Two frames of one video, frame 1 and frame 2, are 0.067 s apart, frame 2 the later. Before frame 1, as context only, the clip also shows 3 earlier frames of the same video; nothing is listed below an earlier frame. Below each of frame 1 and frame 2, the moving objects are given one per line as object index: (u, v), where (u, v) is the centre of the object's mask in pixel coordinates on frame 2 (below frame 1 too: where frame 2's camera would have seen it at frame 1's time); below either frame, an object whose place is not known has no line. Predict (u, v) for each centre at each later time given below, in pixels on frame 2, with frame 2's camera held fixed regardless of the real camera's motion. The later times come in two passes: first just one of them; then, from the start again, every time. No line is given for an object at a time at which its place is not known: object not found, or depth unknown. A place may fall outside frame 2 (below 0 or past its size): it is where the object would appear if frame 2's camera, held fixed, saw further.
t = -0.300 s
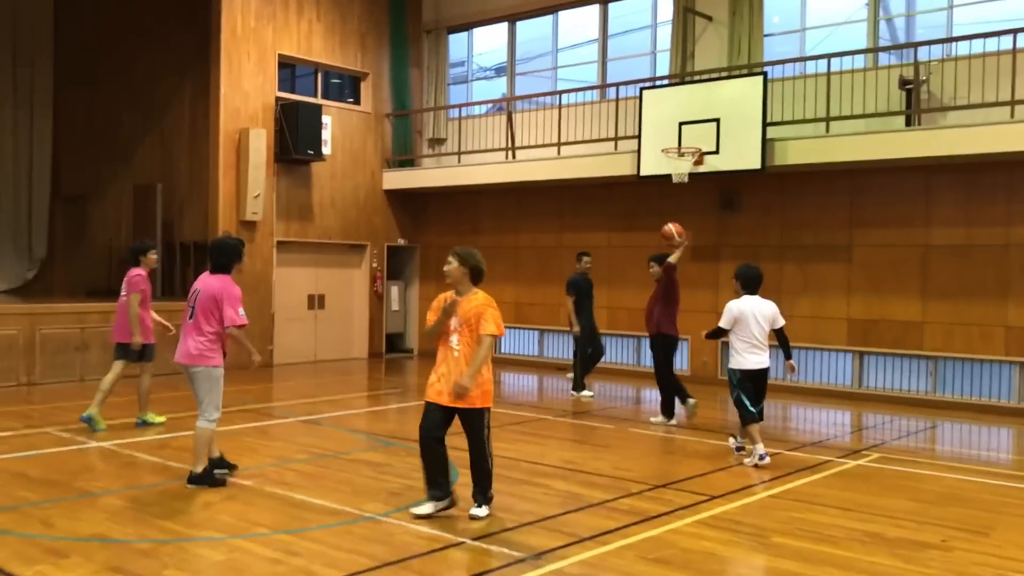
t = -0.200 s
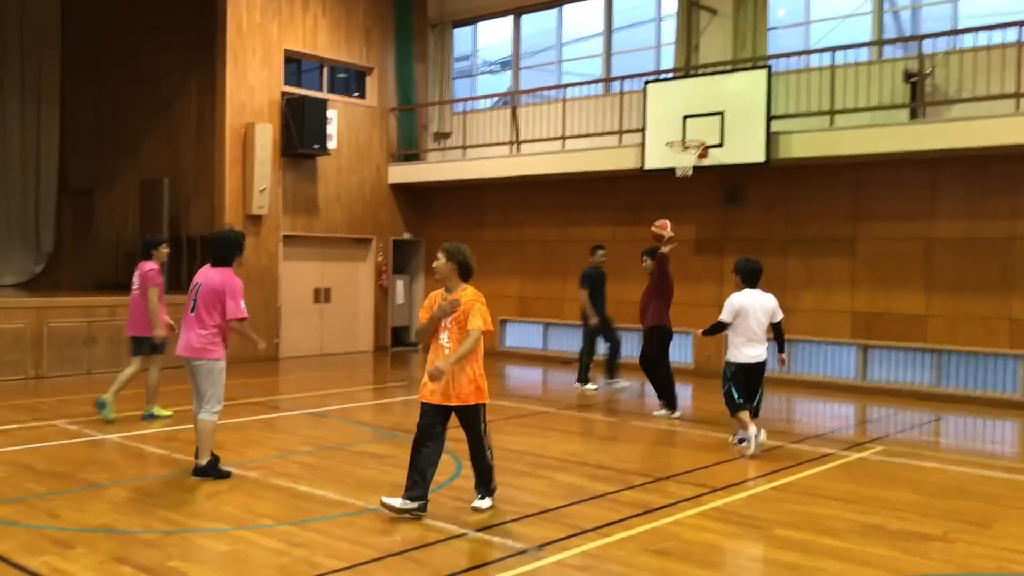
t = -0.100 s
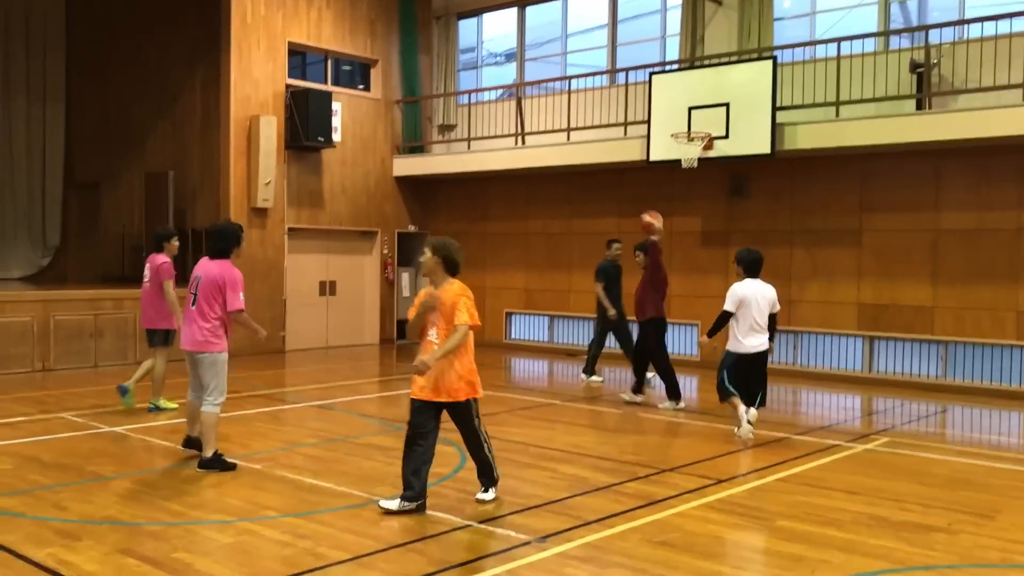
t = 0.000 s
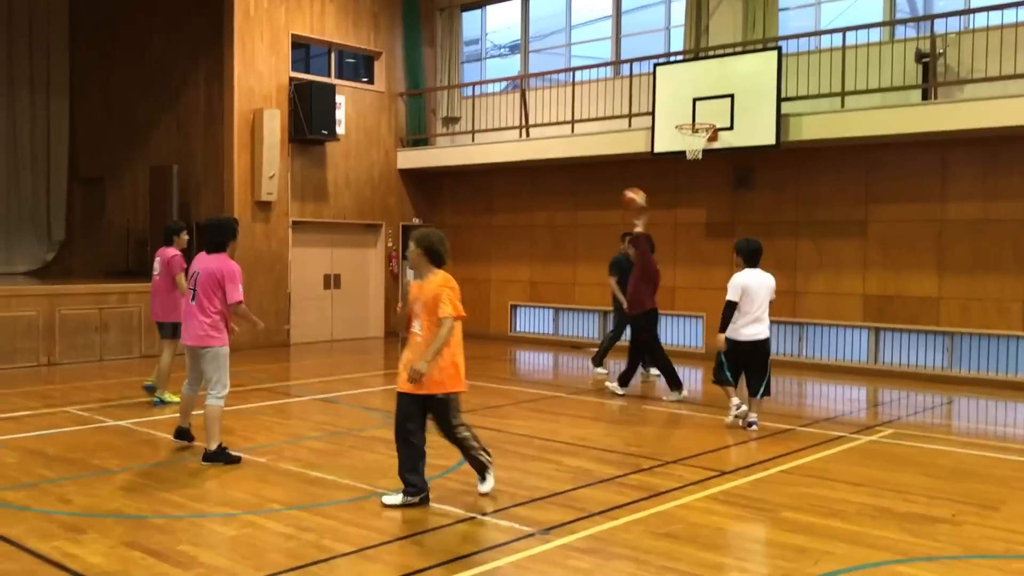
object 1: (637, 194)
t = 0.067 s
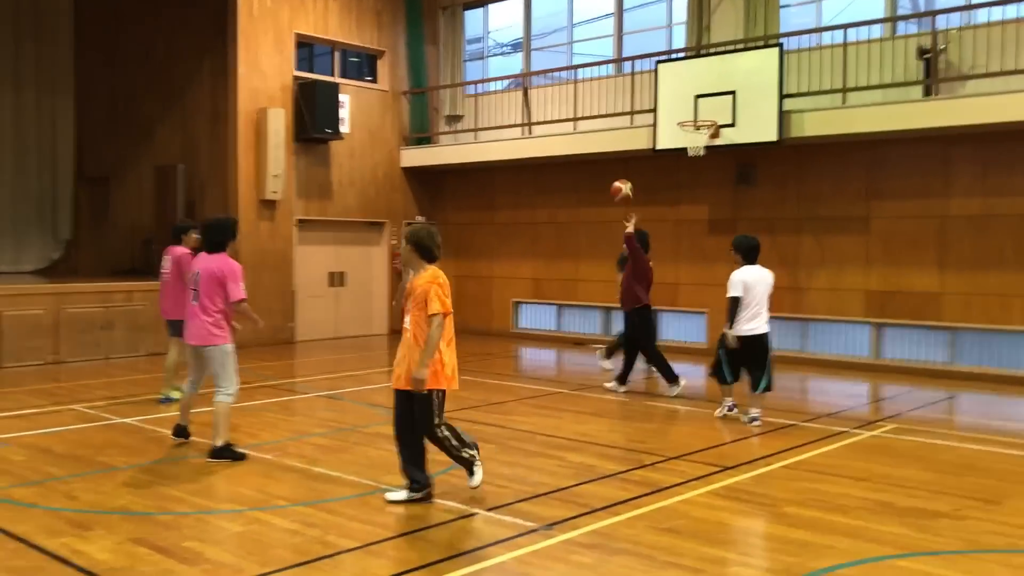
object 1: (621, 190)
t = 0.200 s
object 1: (591, 191)
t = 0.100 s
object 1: (614, 188)
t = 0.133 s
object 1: (606, 188)
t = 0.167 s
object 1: (599, 189)
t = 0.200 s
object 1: (591, 191)
